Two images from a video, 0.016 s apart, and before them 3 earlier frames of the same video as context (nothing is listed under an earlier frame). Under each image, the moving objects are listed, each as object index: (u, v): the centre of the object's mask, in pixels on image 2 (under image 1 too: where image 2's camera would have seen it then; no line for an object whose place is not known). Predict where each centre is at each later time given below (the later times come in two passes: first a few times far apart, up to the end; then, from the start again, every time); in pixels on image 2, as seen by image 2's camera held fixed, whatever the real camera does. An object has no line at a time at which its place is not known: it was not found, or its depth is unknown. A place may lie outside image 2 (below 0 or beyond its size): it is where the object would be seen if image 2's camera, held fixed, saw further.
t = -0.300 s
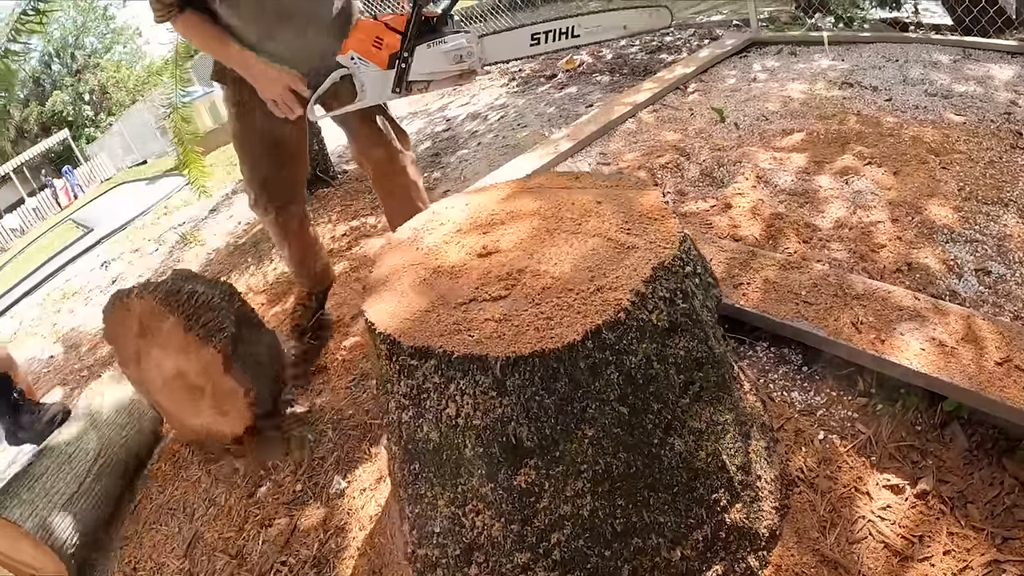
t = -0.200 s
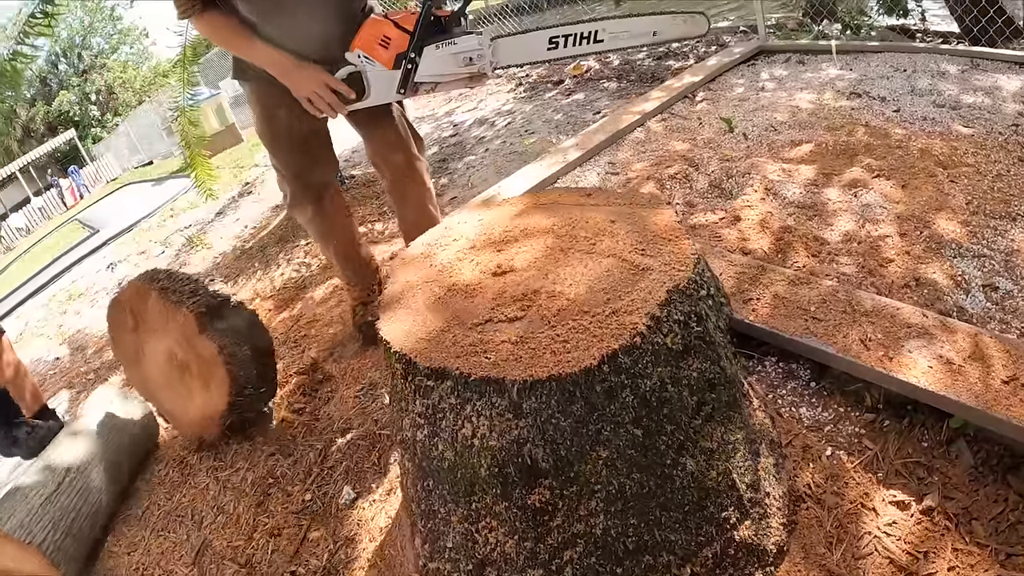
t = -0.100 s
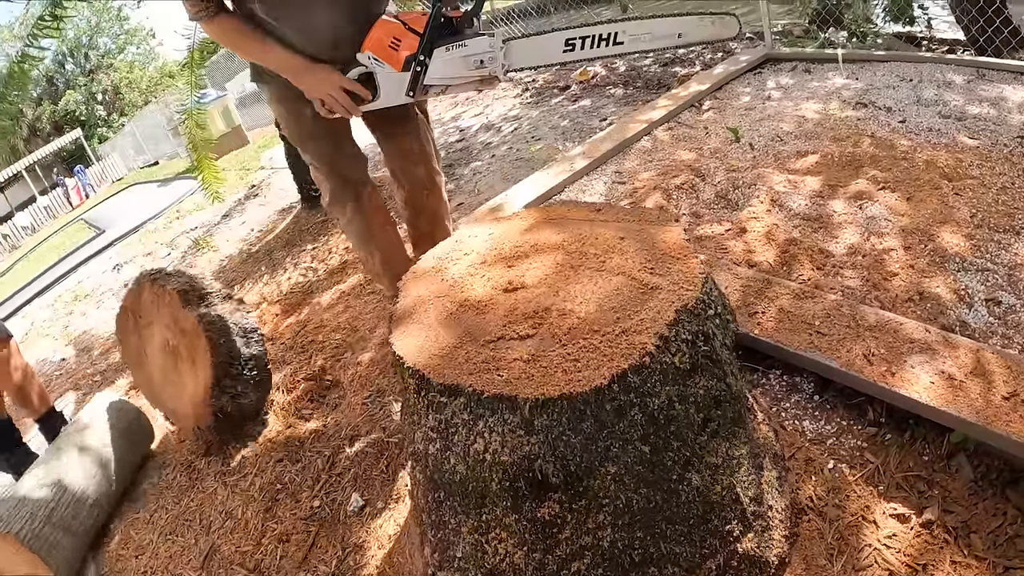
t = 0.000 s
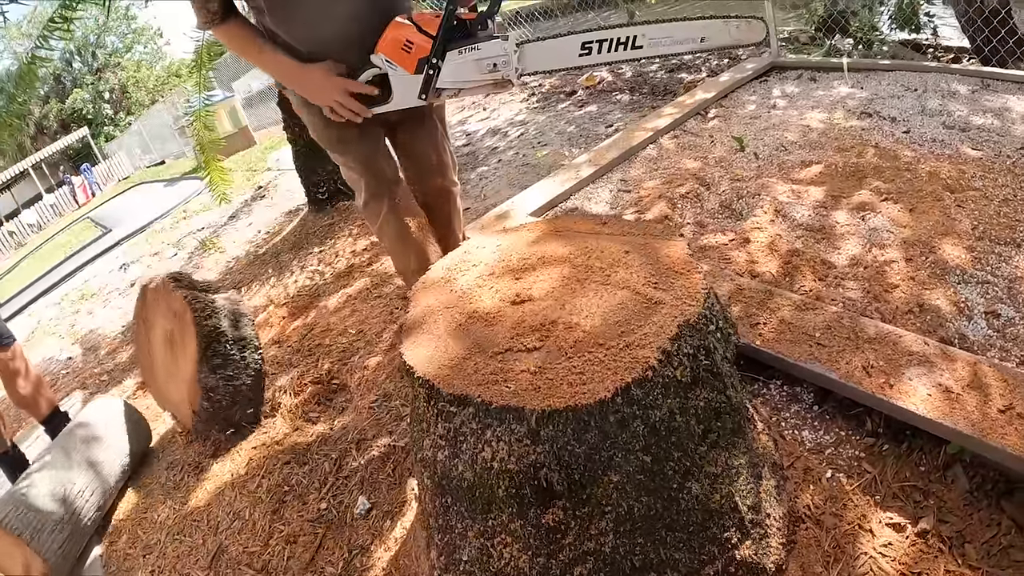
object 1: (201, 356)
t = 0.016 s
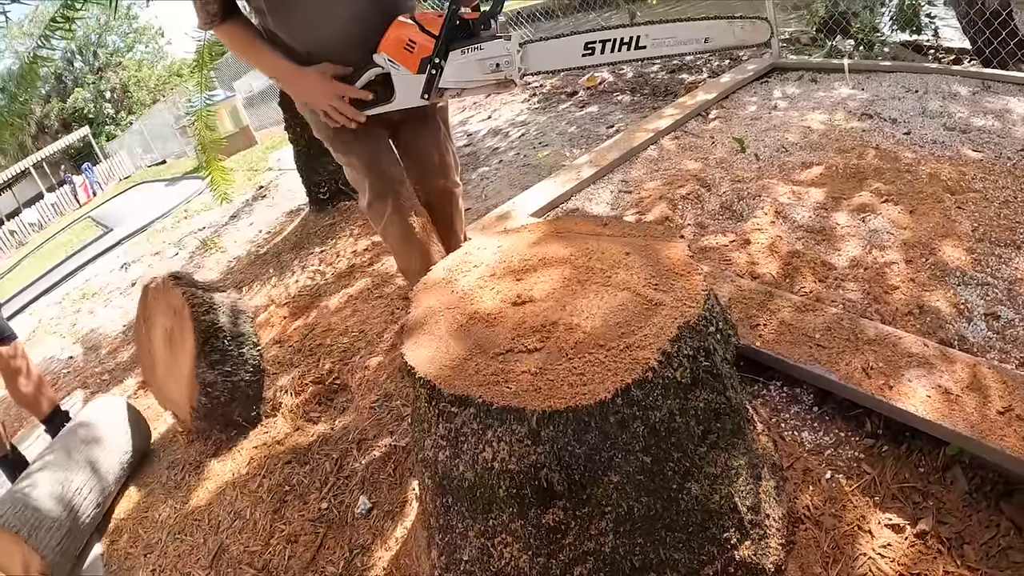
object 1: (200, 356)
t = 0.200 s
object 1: (196, 342)
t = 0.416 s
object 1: (210, 322)
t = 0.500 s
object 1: (225, 308)
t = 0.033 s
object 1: (199, 355)
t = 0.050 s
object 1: (198, 355)
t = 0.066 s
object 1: (198, 356)
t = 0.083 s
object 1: (198, 355)
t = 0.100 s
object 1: (198, 355)
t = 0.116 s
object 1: (197, 354)
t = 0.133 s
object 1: (196, 353)
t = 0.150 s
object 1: (196, 349)
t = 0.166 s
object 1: (196, 346)
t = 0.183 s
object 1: (196, 345)
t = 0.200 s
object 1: (196, 342)
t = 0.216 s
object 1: (197, 346)
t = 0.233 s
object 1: (197, 346)
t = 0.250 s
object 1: (197, 344)
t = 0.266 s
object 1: (197, 340)
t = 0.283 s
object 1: (197, 340)
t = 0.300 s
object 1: (198, 341)
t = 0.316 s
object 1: (199, 339)
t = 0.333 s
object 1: (201, 330)
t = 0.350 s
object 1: (202, 328)
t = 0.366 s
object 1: (203, 325)
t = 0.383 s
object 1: (205, 324)
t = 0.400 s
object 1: (209, 324)
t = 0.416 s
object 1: (210, 322)
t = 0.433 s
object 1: (213, 318)
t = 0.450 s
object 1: (216, 314)
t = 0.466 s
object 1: (220, 313)
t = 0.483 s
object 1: (223, 312)
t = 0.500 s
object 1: (225, 308)
